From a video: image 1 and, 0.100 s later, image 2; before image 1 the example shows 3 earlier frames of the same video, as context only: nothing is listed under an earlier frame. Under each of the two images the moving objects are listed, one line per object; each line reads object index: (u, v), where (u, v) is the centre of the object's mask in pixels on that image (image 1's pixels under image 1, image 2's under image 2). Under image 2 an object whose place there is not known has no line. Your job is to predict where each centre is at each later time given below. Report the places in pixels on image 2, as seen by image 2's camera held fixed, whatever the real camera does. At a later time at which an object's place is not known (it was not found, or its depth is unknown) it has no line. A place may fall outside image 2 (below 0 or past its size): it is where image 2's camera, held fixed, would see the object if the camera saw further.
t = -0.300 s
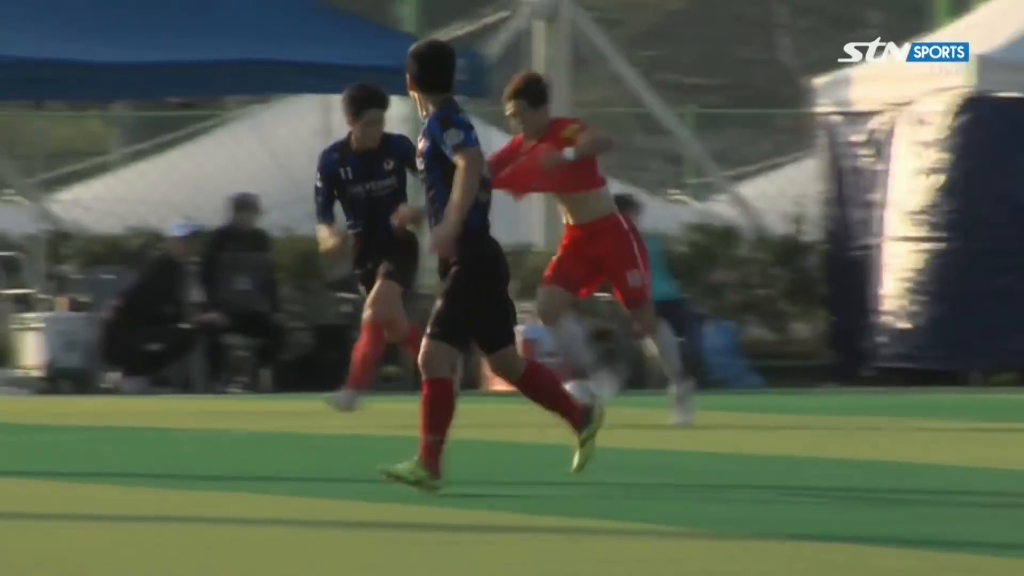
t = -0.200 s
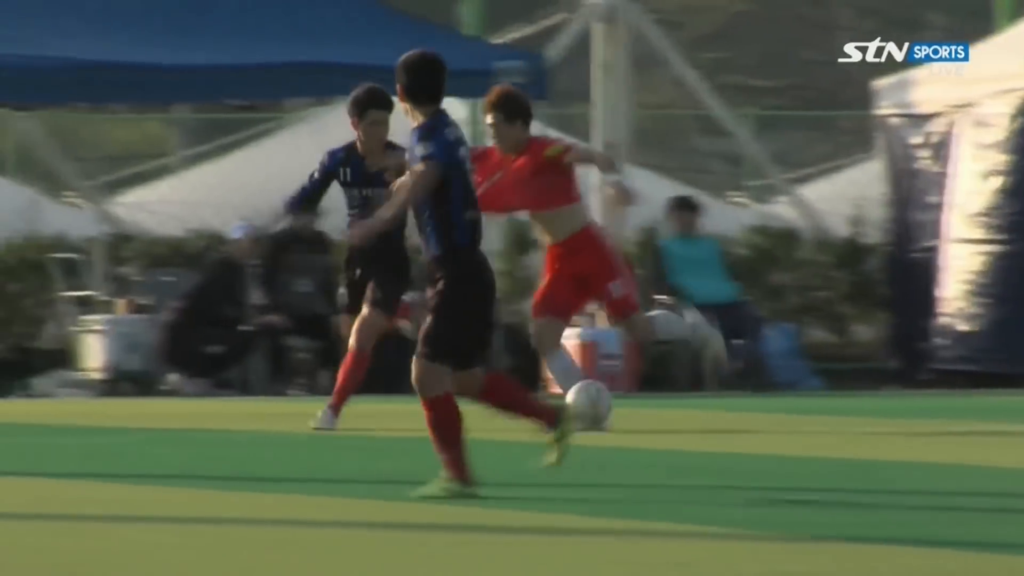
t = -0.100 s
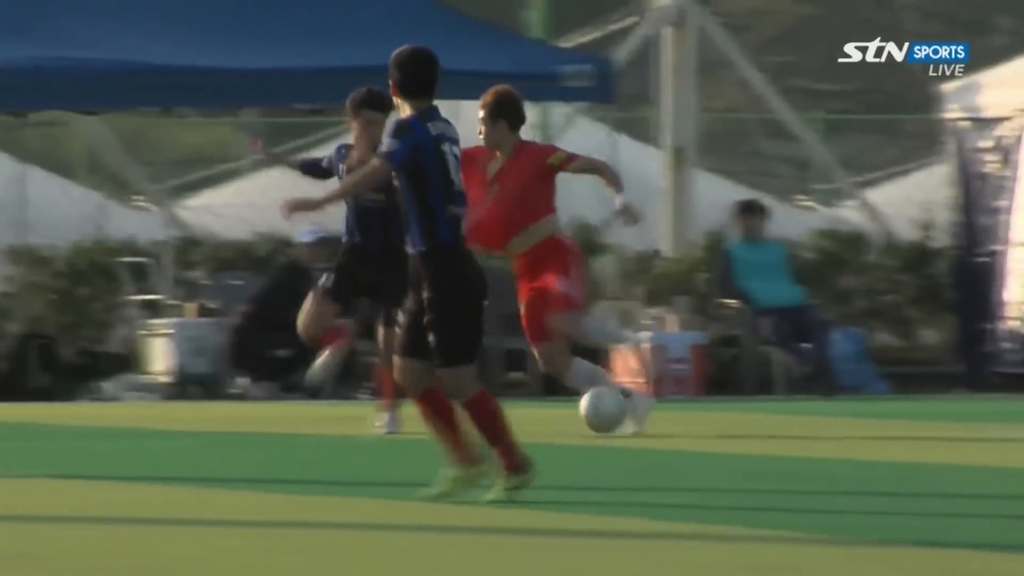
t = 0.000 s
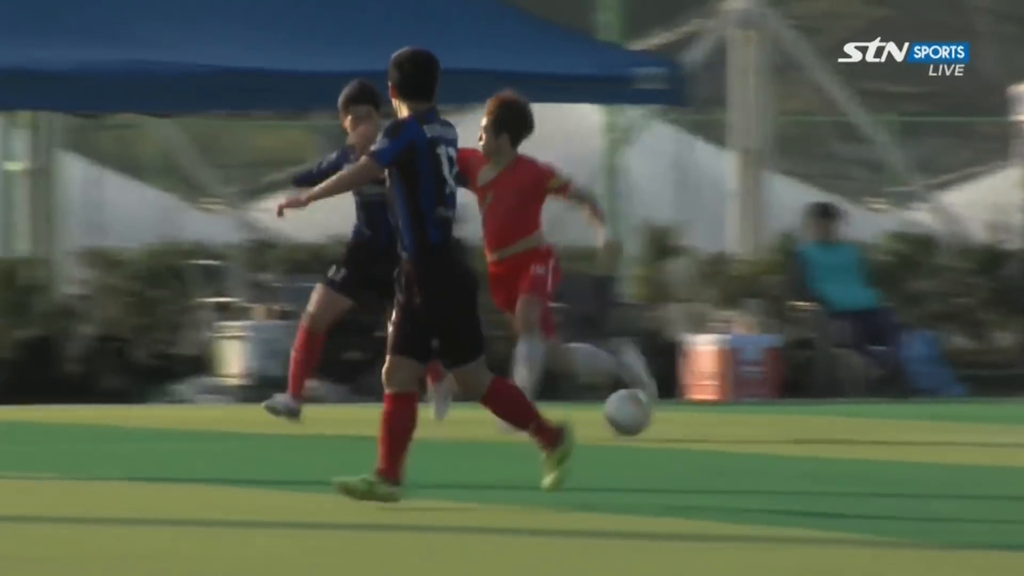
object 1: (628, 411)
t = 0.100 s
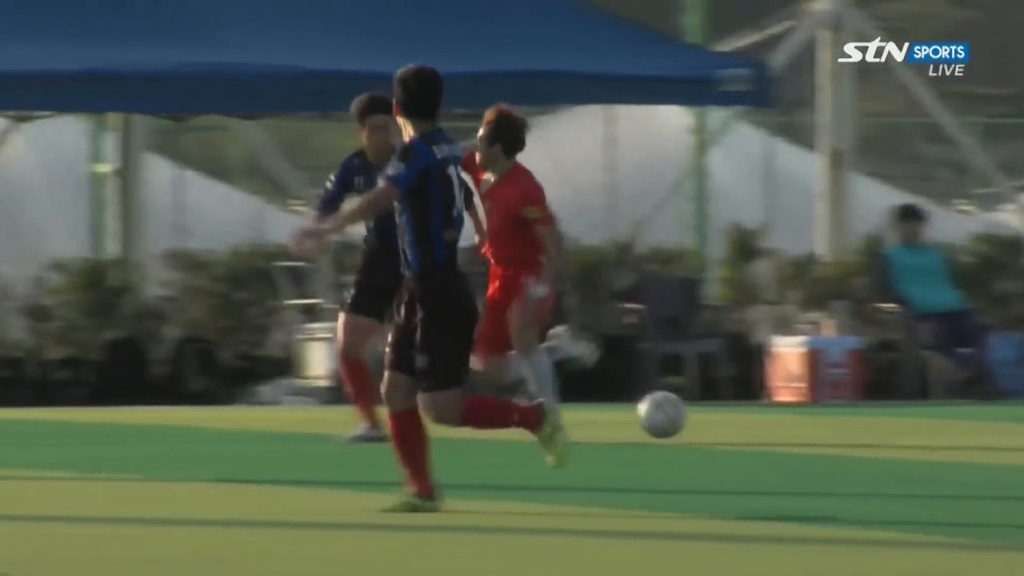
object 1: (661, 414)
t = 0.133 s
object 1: (644, 418)
